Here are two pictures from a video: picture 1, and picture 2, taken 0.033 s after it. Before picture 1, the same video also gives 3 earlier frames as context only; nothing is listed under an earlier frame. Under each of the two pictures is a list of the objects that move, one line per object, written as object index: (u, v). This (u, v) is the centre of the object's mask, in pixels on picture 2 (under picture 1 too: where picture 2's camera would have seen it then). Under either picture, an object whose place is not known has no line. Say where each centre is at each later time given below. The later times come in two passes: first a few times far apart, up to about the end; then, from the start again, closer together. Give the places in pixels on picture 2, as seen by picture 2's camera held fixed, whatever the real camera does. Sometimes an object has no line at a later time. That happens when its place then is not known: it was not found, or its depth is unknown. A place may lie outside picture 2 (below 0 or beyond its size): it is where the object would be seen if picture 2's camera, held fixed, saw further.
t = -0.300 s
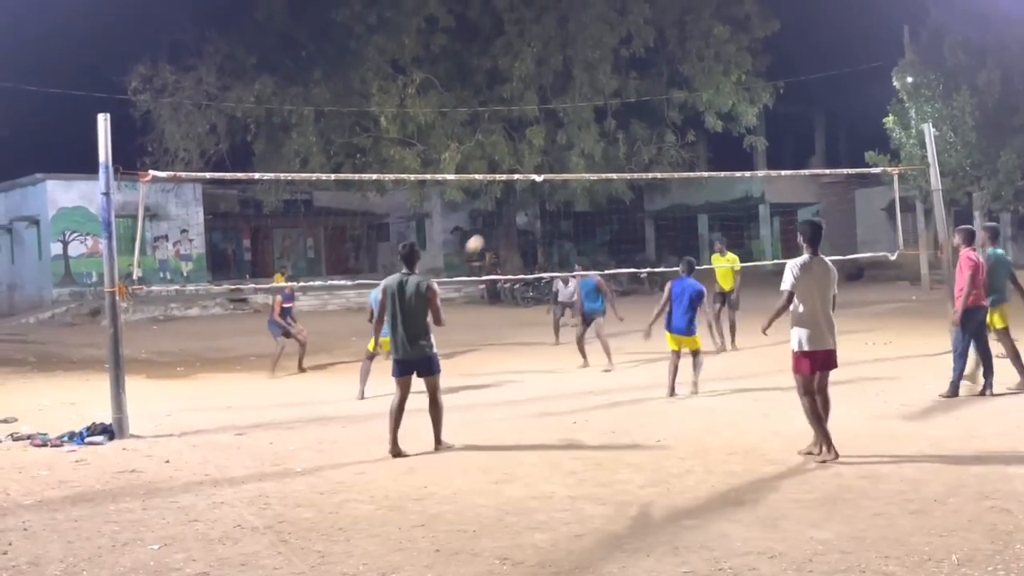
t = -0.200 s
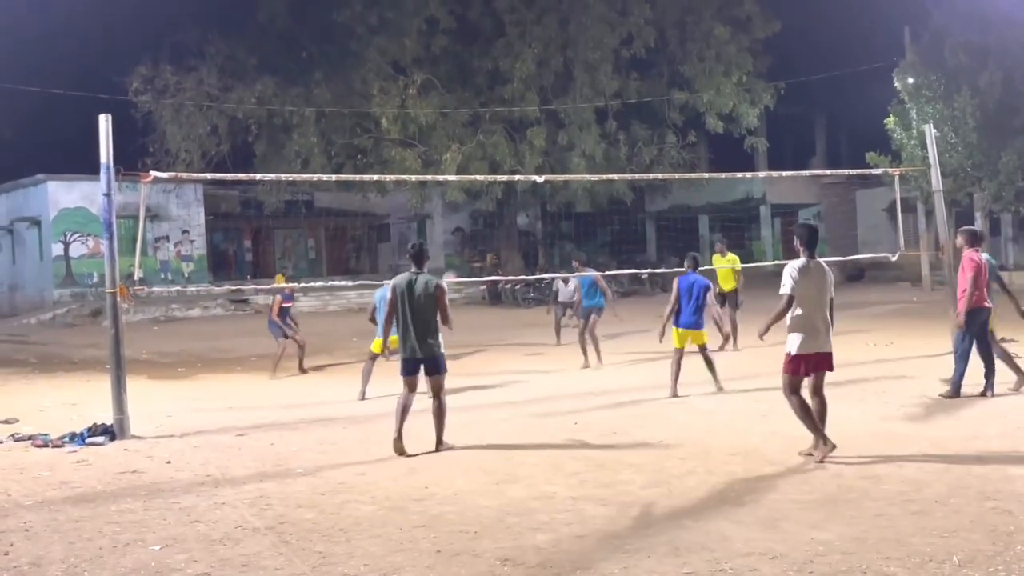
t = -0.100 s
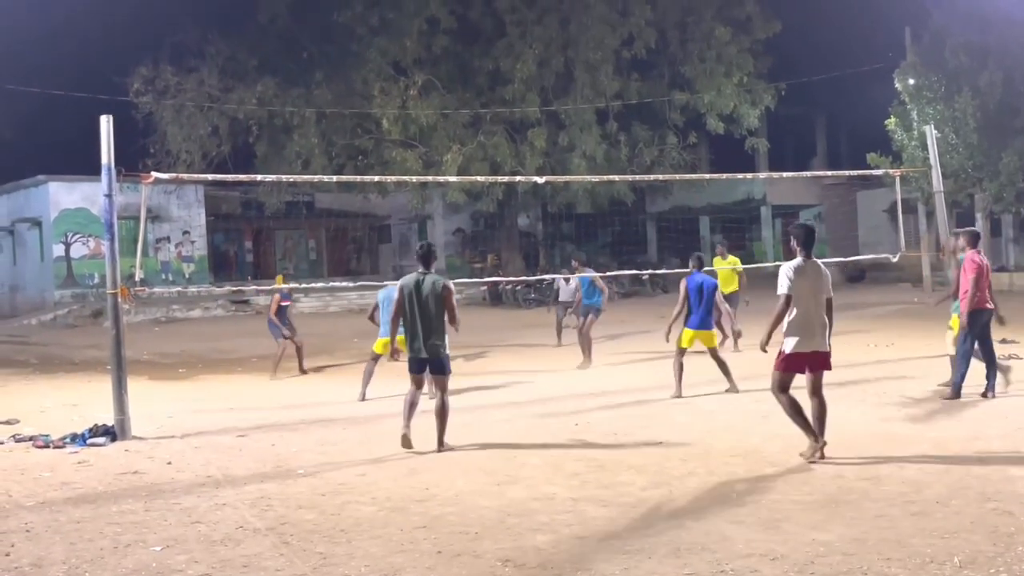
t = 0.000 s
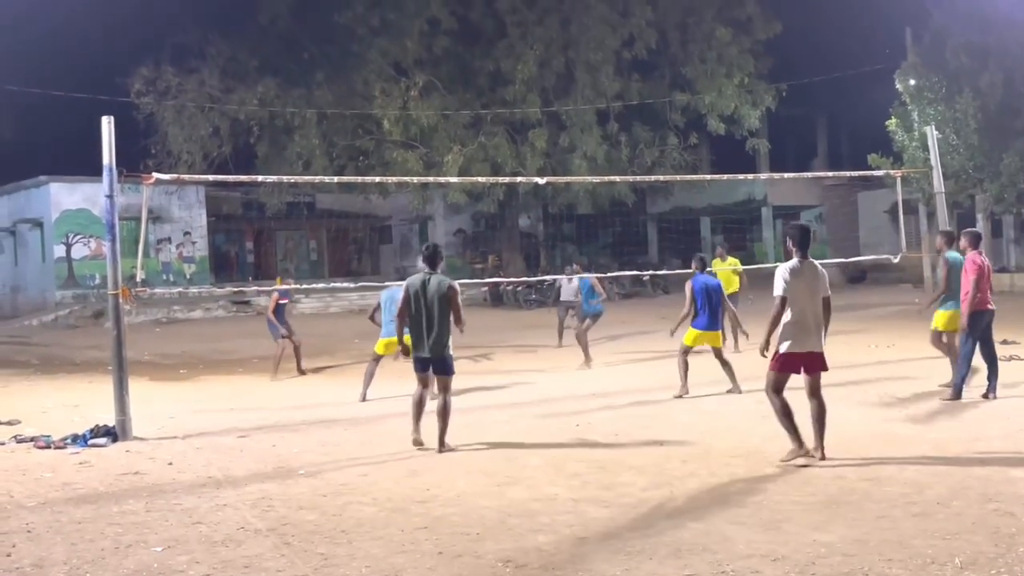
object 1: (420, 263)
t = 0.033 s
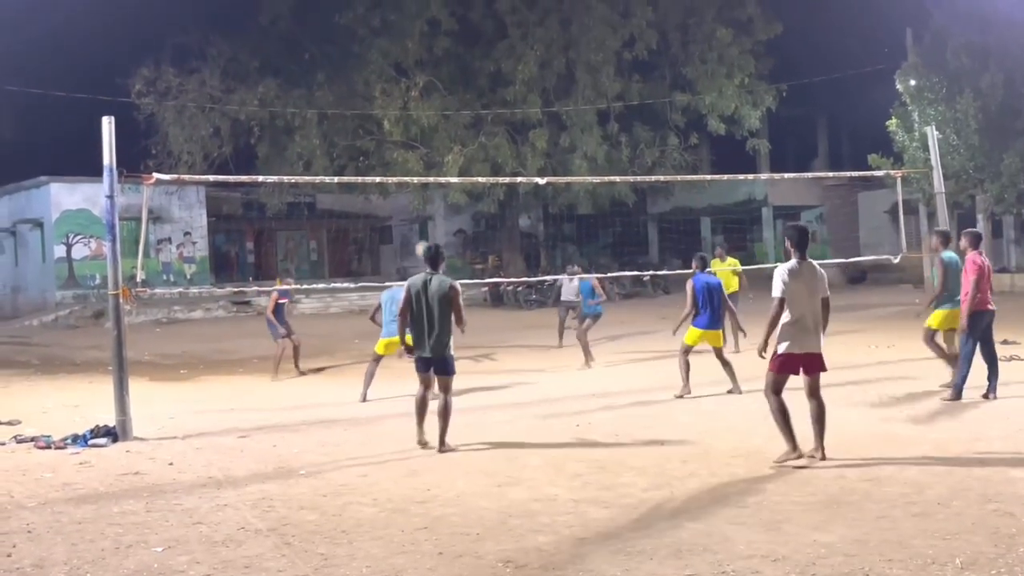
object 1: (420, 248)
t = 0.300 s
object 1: (409, 157)
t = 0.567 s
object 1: (396, 107)
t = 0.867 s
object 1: (380, 109)
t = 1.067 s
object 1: (372, 149)
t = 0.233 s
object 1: (413, 174)
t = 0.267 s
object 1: (411, 167)
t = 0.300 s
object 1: (409, 157)
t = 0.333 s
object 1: (408, 148)
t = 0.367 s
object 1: (406, 141)
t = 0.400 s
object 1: (405, 133)
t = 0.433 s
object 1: (403, 127)
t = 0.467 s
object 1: (401, 121)
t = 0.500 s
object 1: (399, 115)
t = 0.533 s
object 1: (397, 111)
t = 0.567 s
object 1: (396, 107)
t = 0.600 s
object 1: (394, 104)
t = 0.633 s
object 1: (392, 102)
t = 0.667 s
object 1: (390, 100)
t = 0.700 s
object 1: (389, 100)
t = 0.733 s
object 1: (387, 100)
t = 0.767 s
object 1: (386, 101)
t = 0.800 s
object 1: (384, 103)
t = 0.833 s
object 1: (382, 105)
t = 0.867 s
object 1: (380, 109)
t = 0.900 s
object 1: (379, 113)
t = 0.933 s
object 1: (378, 119)
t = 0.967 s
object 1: (376, 125)
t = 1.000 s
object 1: (374, 132)
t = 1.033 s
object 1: (373, 140)
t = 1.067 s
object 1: (372, 149)
